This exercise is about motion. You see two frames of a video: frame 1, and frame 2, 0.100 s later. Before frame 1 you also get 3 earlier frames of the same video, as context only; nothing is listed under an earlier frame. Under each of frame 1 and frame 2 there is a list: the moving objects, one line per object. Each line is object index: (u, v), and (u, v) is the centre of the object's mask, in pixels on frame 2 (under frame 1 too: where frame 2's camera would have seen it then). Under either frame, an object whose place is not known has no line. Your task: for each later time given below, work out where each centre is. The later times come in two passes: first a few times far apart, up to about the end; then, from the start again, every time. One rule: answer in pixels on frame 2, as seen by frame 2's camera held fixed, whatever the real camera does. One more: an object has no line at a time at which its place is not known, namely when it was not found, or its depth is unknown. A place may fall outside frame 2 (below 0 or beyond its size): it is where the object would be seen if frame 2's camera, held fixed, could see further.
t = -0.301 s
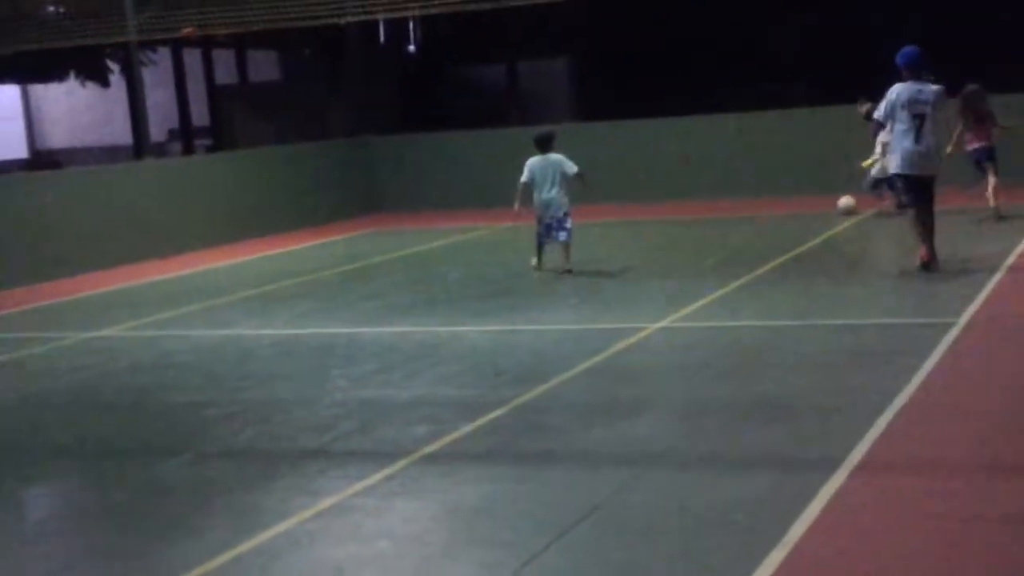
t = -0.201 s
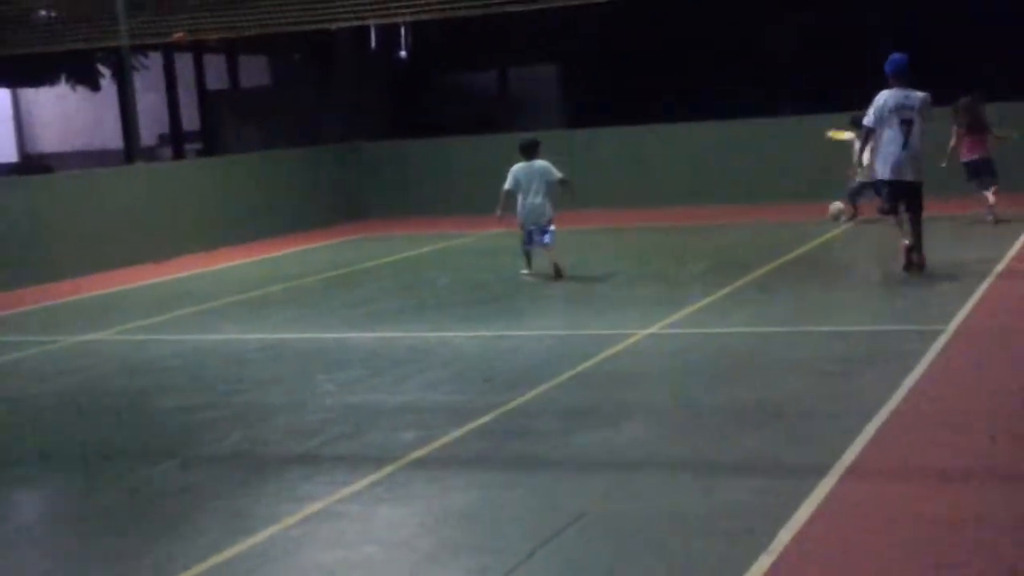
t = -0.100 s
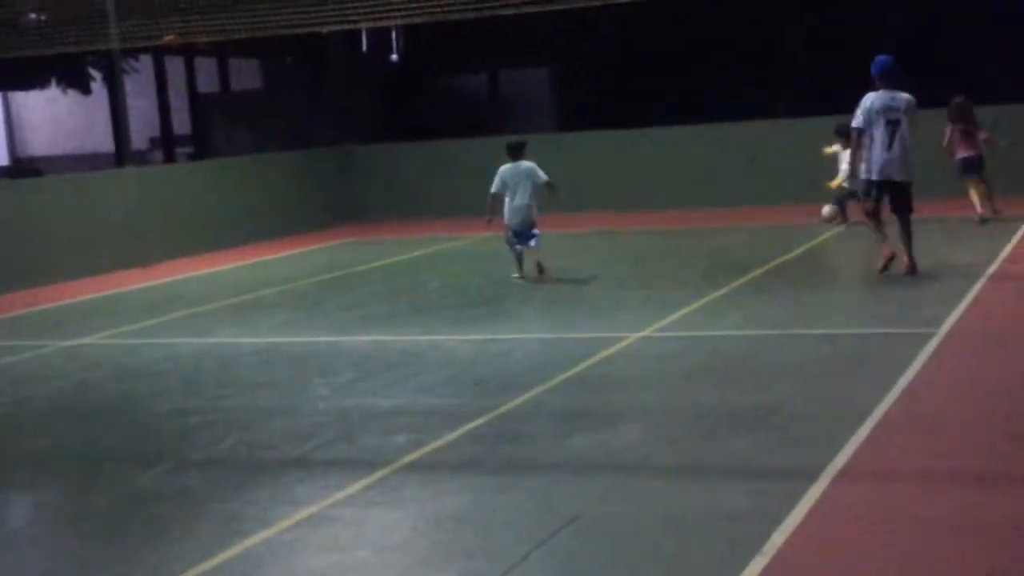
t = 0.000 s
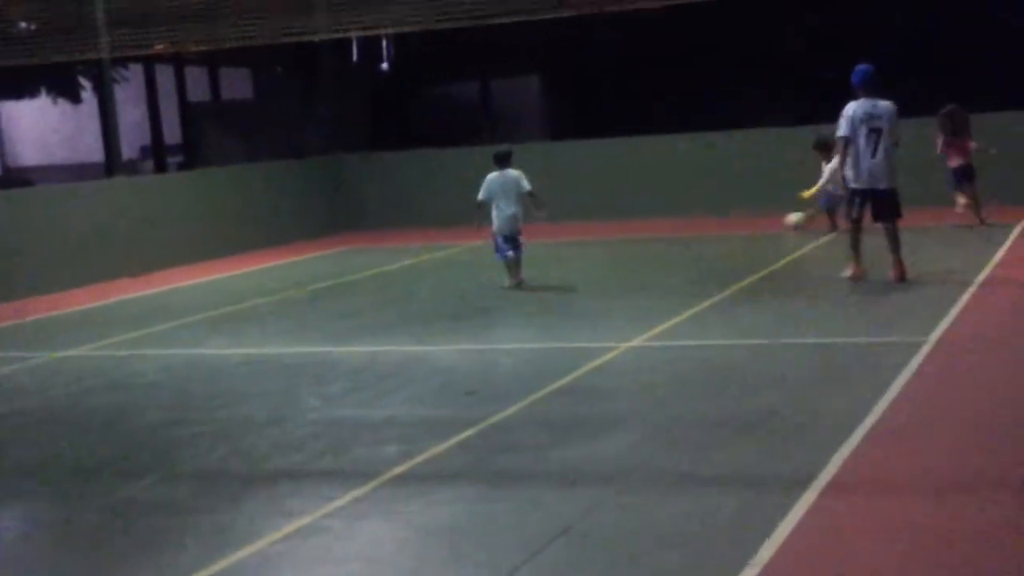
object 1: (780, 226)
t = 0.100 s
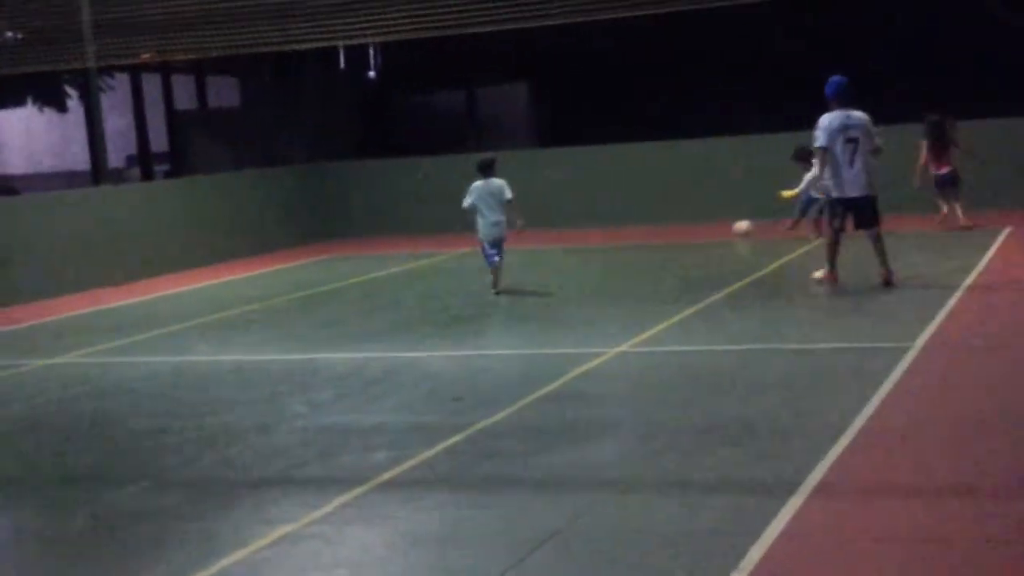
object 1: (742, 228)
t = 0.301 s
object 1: (683, 230)
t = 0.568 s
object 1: (613, 232)
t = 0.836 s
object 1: (551, 234)
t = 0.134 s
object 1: (731, 228)
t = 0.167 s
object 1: (721, 228)
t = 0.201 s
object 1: (711, 229)
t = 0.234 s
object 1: (702, 229)
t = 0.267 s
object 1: (692, 230)
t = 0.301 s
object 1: (683, 230)
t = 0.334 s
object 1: (673, 230)
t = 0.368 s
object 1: (665, 230)
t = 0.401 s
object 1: (656, 231)
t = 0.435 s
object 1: (647, 231)
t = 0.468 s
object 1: (639, 232)
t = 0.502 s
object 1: (631, 232)
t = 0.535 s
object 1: (622, 233)
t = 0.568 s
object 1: (613, 232)
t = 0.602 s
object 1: (606, 232)
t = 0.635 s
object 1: (598, 233)
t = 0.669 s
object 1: (590, 233)
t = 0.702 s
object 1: (582, 233)
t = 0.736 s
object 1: (575, 233)
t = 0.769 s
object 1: (567, 233)
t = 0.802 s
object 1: (559, 233)
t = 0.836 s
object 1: (551, 234)
